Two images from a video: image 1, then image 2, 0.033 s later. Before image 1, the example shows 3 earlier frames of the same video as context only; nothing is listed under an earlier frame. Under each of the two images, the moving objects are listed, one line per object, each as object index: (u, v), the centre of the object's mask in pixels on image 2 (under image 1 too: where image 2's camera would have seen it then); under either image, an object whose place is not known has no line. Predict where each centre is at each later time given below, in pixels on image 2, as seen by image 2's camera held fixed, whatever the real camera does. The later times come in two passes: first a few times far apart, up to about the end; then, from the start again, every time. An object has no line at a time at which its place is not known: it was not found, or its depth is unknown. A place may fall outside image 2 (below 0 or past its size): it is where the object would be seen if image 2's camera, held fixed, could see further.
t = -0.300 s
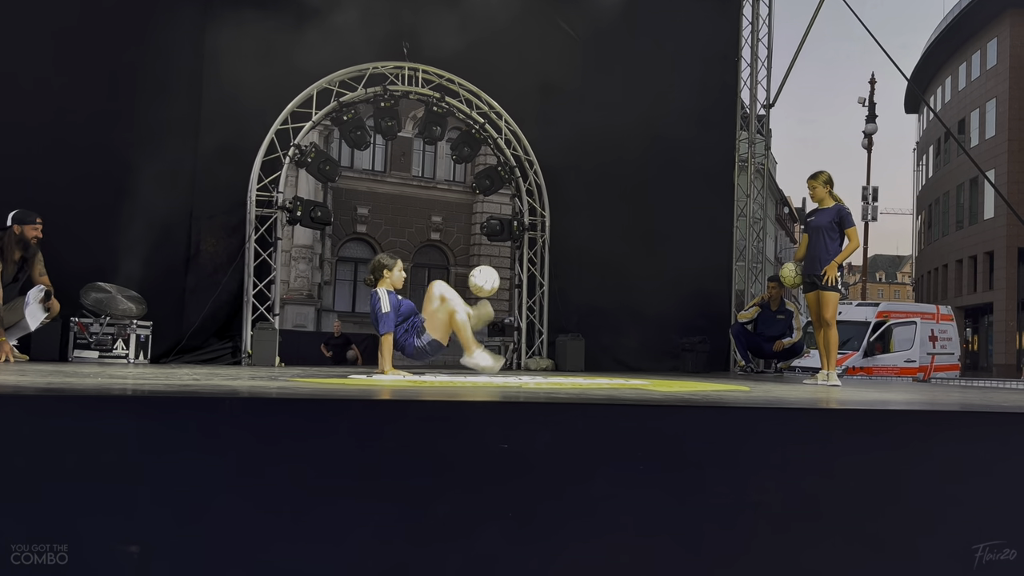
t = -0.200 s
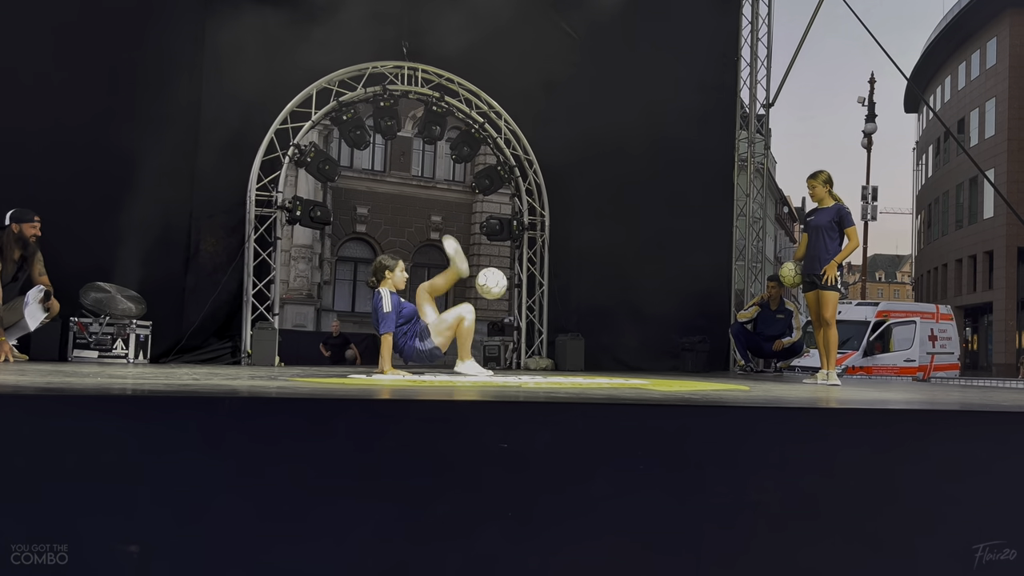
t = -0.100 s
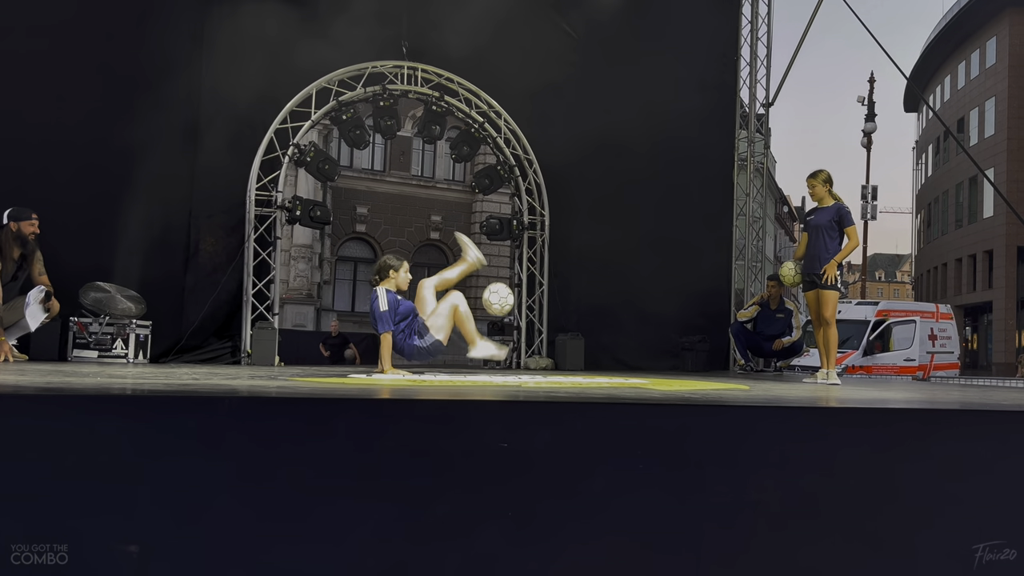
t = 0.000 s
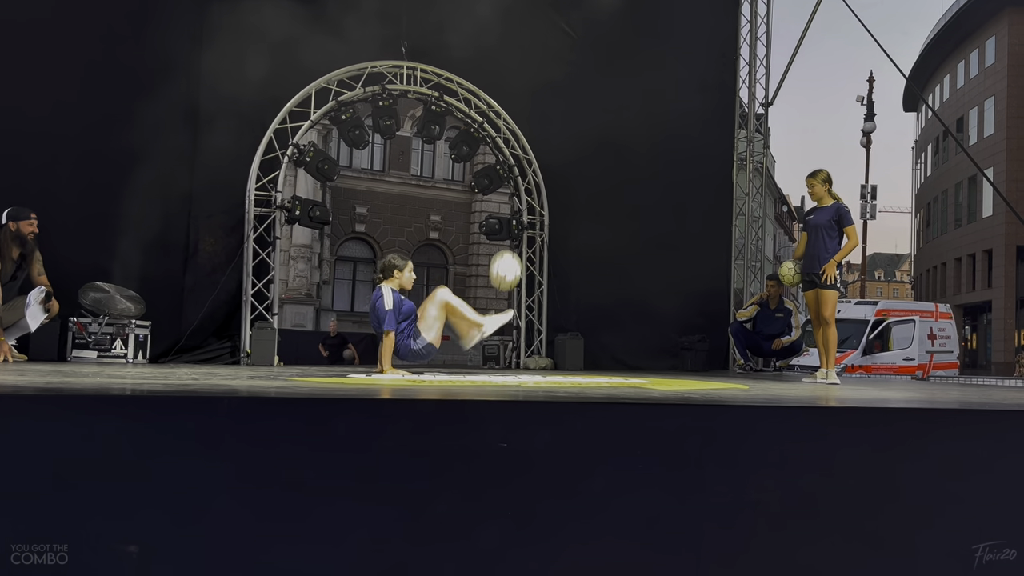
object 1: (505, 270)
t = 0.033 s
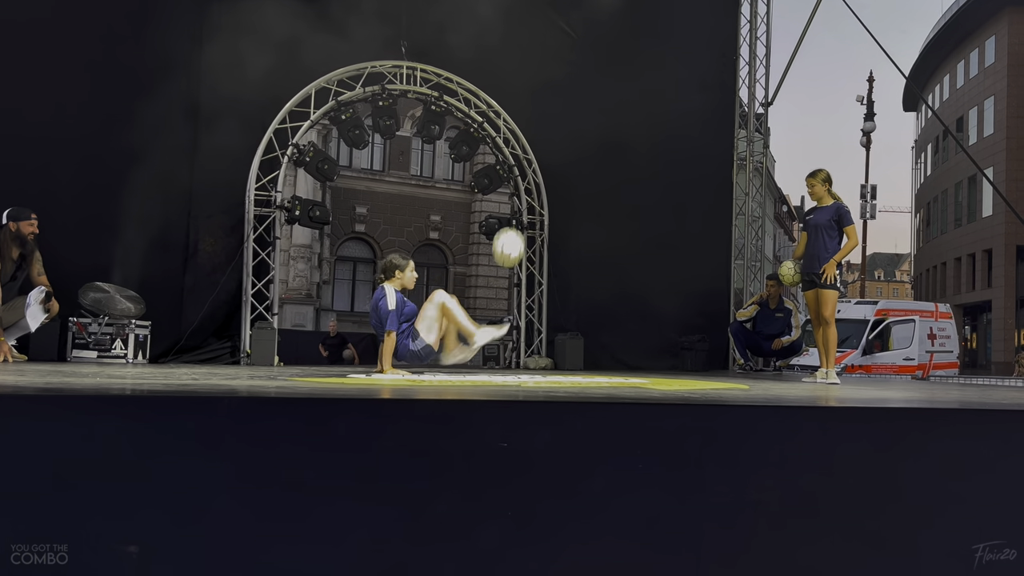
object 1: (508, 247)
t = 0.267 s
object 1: (528, 123)
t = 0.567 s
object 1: (549, 72)
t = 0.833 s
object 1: (566, 148)
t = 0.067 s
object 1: (511, 225)
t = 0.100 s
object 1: (514, 205)
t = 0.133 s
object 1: (517, 185)
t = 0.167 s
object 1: (520, 168)
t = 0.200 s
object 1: (522, 151)
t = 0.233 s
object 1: (525, 136)
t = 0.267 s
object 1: (528, 123)
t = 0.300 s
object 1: (530, 111)
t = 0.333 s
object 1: (533, 101)
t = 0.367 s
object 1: (535, 91)
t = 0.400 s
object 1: (538, 84)
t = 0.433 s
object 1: (540, 78)
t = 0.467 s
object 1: (543, 74)
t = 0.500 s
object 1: (545, 72)
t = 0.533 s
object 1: (547, 71)
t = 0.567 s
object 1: (549, 72)
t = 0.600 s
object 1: (551, 75)
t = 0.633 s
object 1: (553, 80)
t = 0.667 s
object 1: (555, 86)
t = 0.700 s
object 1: (558, 95)
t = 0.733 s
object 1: (560, 105)
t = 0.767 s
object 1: (562, 117)
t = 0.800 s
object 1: (564, 132)
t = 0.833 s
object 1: (566, 148)
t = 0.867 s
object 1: (567, 167)
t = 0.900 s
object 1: (569, 188)
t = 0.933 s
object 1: (571, 211)
